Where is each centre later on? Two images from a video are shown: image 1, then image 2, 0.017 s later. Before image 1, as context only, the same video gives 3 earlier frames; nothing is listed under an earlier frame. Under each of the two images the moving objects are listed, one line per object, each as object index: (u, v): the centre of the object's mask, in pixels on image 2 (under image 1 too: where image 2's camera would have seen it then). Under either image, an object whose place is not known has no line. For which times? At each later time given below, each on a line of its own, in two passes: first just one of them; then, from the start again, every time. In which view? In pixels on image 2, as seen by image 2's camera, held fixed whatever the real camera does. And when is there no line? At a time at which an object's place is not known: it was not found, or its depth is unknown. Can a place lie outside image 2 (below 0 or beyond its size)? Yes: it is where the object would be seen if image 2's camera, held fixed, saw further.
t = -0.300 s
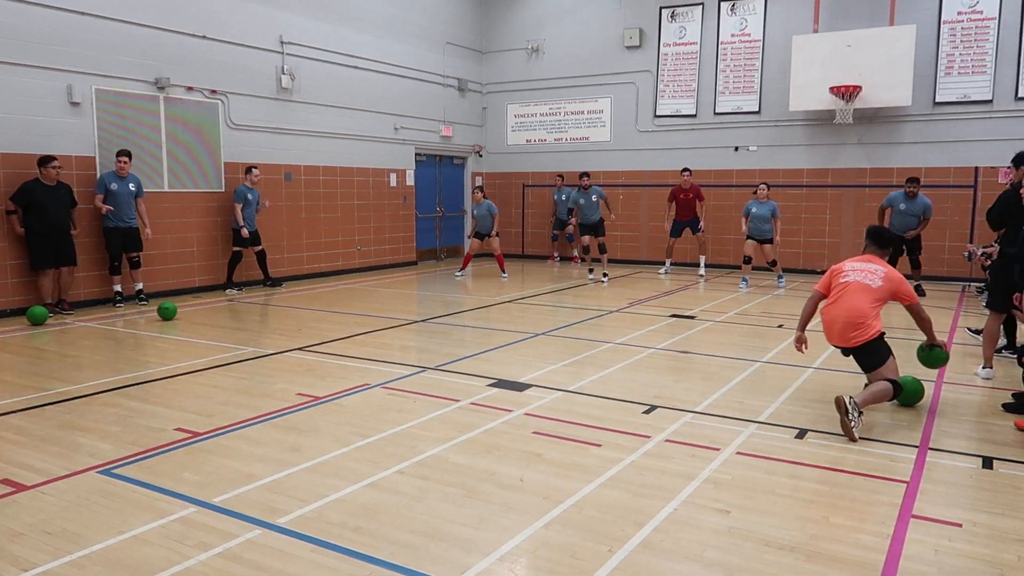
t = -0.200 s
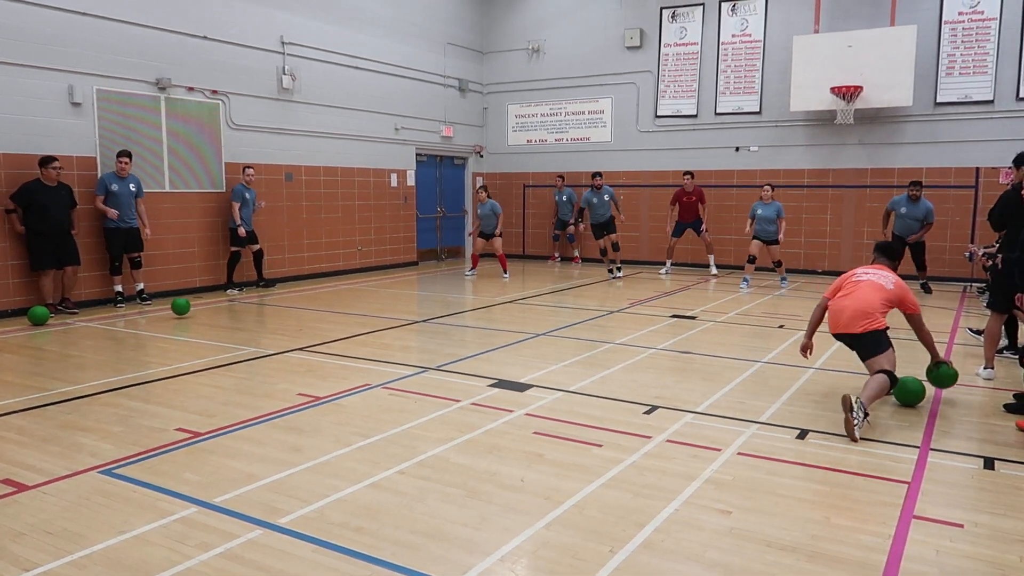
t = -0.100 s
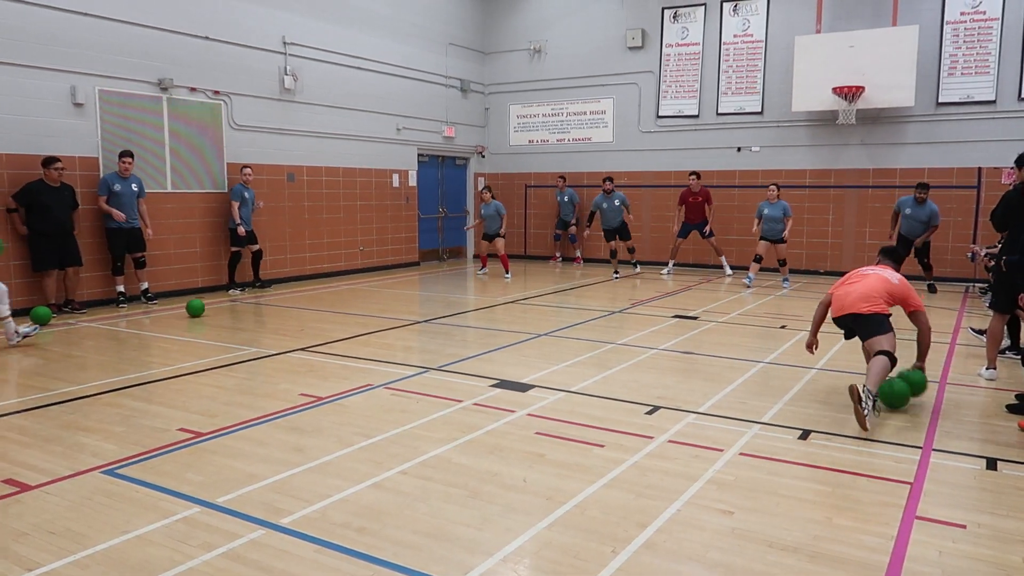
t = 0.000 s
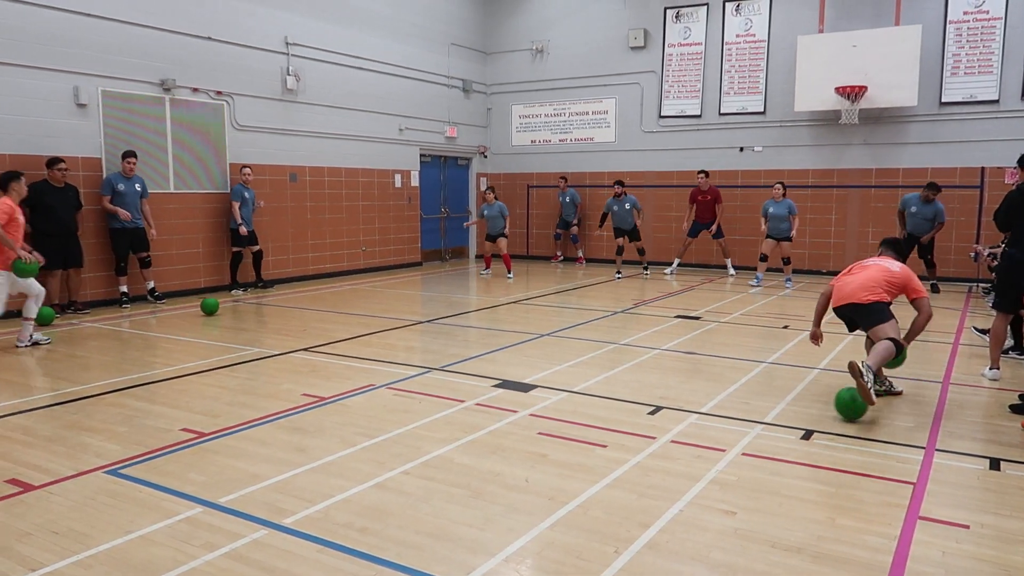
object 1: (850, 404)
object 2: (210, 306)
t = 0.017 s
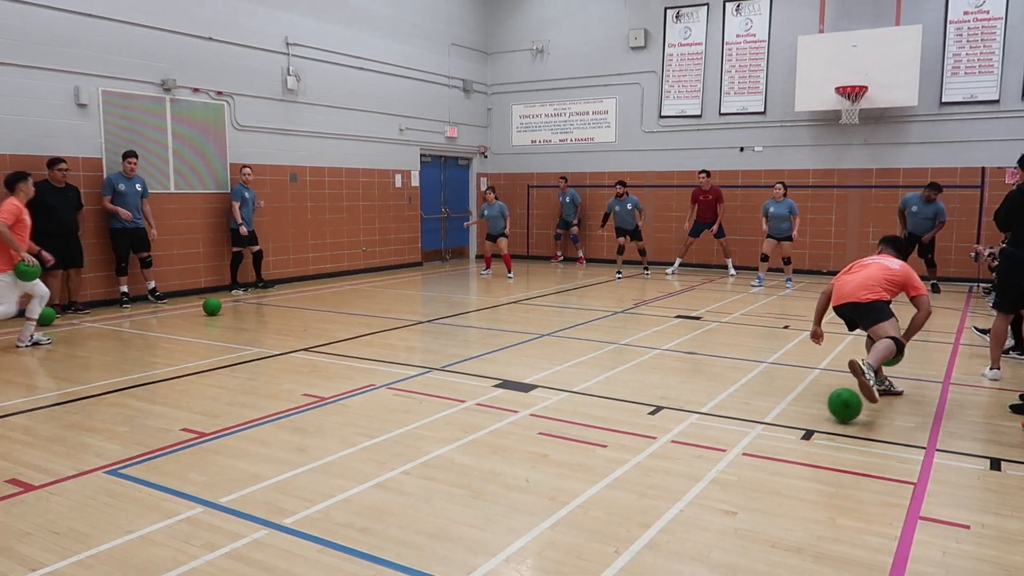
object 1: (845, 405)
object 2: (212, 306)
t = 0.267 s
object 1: (744, 426)
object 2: (239, 303)
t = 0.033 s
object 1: (838, 406)
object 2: (214, 306)
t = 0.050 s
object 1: (830, 408)
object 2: (215, 306)
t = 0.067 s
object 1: (823, 410)
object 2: (217, 305)
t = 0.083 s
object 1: (816, 412)
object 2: (219, 305)
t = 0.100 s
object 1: (810, 413)
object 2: (221, 305)
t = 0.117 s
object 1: (804, 414)
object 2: (223, 305)
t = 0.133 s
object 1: (797, 415)
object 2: (225, 305)
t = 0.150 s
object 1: (791, 416)
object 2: (227, 305)
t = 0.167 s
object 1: (784, 418)
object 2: (228, 304)
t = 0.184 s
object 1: (778, 420)
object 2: (230, 304)
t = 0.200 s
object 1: (771, 421)
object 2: (232, 304)
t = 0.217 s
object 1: (765, 422)
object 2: (234, 304)
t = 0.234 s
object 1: (758, 422)
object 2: (236, 303)
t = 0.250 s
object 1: (751, 424)
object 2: (237, 303)
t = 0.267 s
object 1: (744, 426)
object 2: (239, 303)
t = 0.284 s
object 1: (737, 428)
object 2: (241, 303)
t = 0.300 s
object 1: (730, 431)
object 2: (243, 303)
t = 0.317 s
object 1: (723, 432)
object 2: (244, 302)
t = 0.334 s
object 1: (716, 433)
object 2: (246, 302)
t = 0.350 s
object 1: (709, 434)
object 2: (248, 302)
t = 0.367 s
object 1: (702, 436)
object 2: (250, 302)
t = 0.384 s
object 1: (695, 438)
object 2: (251, 302)
